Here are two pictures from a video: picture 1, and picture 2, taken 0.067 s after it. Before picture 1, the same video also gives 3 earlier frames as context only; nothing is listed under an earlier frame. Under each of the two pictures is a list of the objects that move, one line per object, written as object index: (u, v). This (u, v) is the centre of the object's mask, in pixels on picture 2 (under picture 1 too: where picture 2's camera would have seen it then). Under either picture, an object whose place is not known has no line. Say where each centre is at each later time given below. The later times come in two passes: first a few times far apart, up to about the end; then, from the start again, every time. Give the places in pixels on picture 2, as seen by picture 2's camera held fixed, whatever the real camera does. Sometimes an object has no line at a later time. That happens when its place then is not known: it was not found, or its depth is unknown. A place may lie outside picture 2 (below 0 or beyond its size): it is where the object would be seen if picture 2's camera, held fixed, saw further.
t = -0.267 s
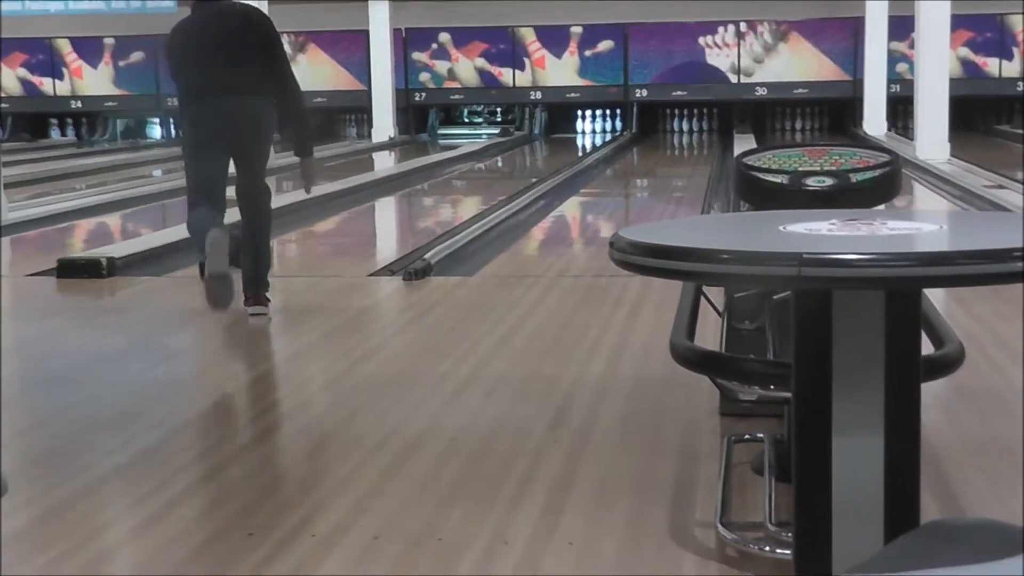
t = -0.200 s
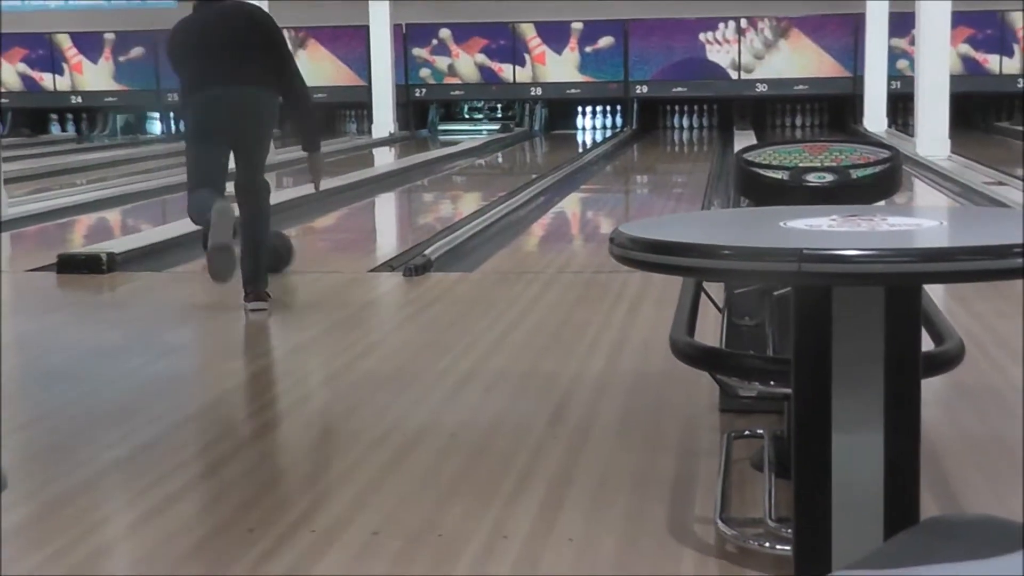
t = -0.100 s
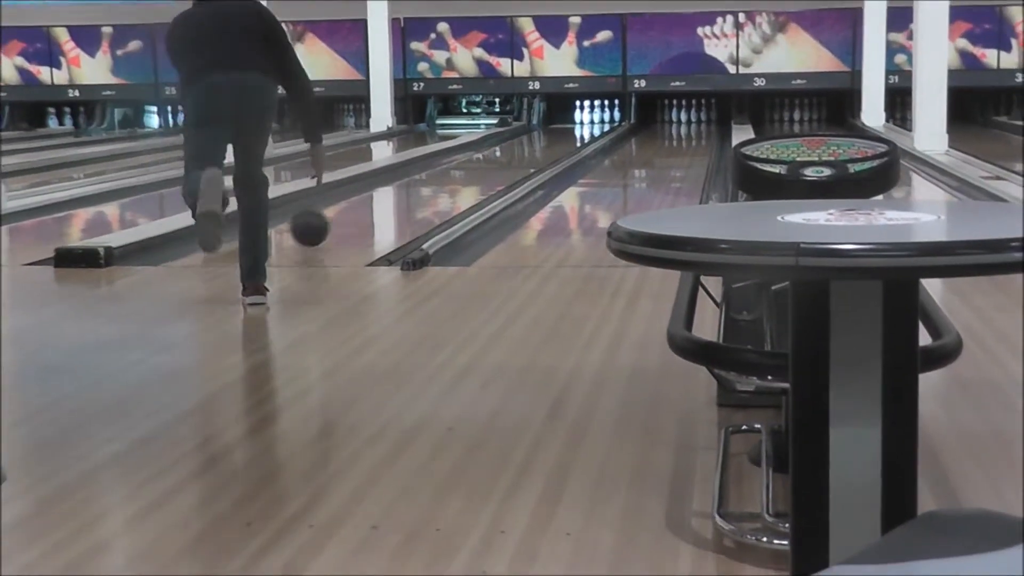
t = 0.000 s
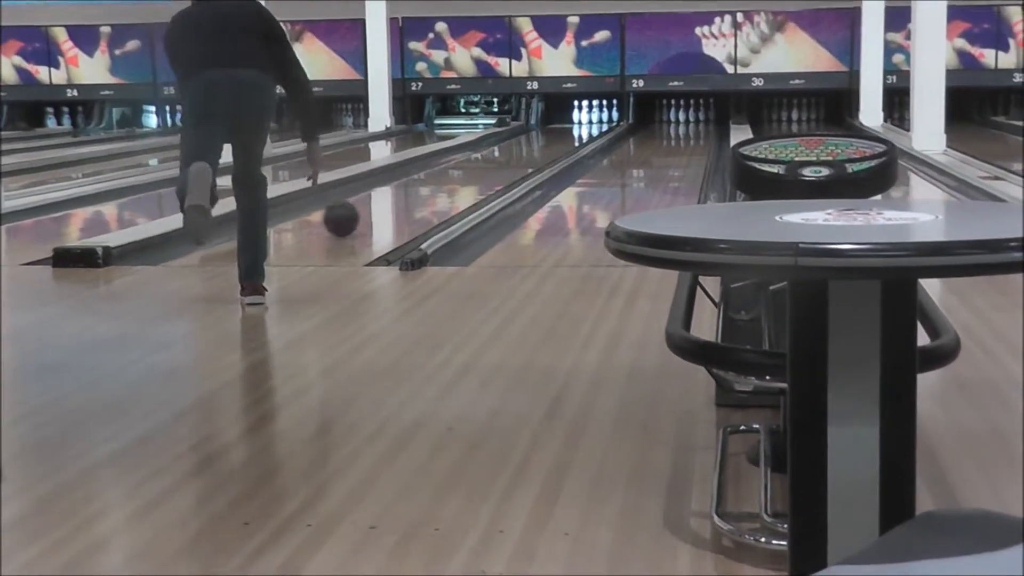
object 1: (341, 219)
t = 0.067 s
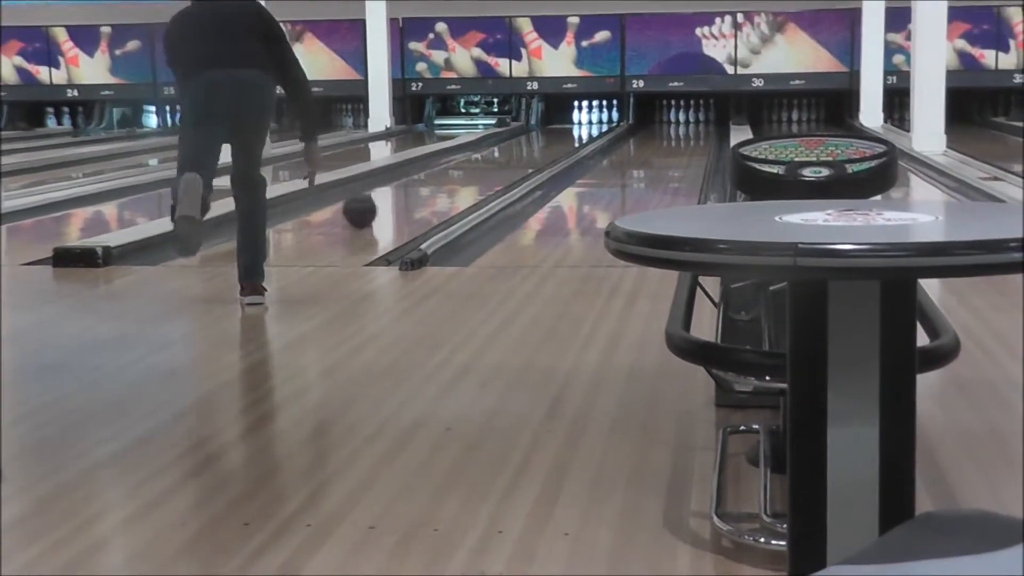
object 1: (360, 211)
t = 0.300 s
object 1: (414, 188)
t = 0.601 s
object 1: (464, 168)
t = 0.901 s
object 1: (500, 155)
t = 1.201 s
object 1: (528, 144)
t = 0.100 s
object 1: (369, 207)
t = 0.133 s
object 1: (377, 204)
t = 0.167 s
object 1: (385, 201)
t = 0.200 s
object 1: (393, 197)
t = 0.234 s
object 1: (401, 195)
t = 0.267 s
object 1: (407, 191)
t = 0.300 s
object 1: (414, 188)
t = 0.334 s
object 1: (421, 186)
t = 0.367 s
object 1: (427, 183)
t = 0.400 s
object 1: (433, 181)
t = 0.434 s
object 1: (438, 178)
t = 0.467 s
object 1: (444, 176)
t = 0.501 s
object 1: (449, 173)
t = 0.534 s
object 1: (454, 172)
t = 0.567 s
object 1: (459, 170)
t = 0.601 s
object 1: (464, 168)
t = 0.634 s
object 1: (469, 166)
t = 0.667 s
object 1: (473, 165)
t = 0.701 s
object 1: (478, 163)
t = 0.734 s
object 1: (482, 161)
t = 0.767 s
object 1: (486, 160)
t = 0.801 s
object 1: (489, 159)
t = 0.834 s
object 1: (493, 157)
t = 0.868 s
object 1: (497, 156)
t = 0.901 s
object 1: (500, 155)
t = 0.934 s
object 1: (504, 153)
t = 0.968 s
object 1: (507, 153)
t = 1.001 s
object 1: (509, 151)
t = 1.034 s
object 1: (513, 150)
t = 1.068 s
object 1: (516, 149)
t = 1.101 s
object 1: (519, 147)
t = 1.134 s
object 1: (521, 146)
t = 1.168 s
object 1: (525, 145)
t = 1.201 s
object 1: (528, 144)
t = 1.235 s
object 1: (530, 142)
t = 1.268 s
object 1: (533, 141)
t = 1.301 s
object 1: (534, 140)
